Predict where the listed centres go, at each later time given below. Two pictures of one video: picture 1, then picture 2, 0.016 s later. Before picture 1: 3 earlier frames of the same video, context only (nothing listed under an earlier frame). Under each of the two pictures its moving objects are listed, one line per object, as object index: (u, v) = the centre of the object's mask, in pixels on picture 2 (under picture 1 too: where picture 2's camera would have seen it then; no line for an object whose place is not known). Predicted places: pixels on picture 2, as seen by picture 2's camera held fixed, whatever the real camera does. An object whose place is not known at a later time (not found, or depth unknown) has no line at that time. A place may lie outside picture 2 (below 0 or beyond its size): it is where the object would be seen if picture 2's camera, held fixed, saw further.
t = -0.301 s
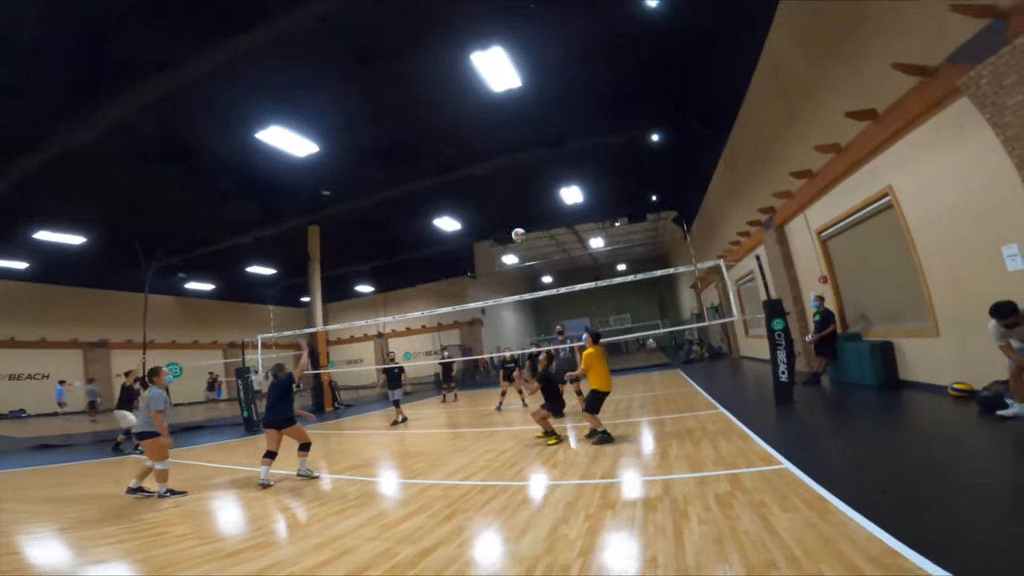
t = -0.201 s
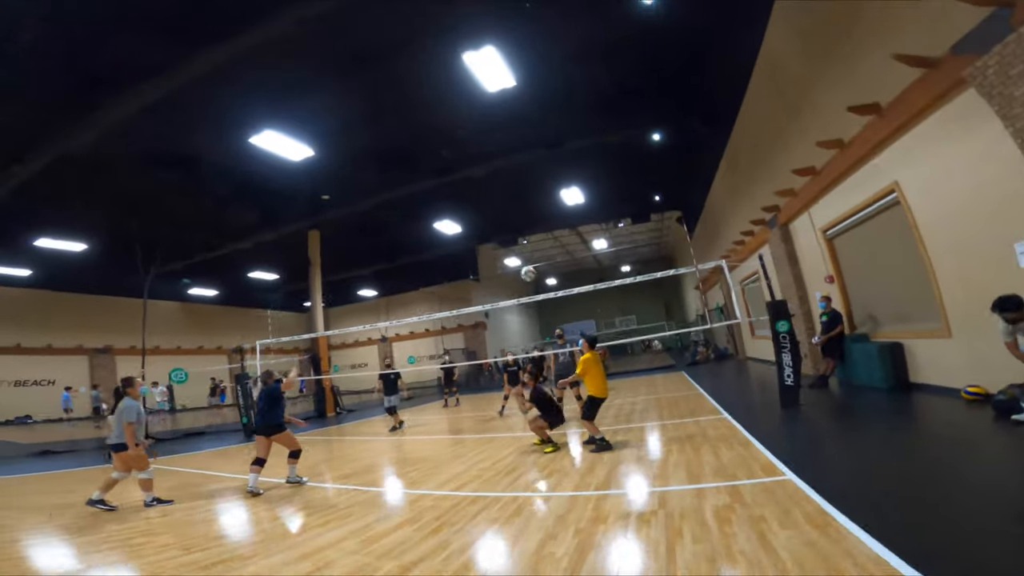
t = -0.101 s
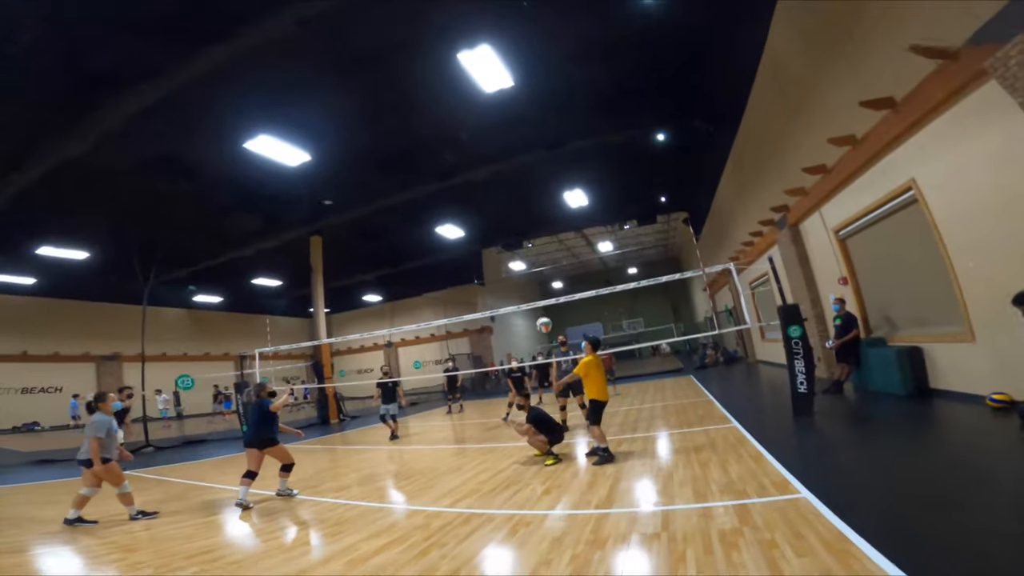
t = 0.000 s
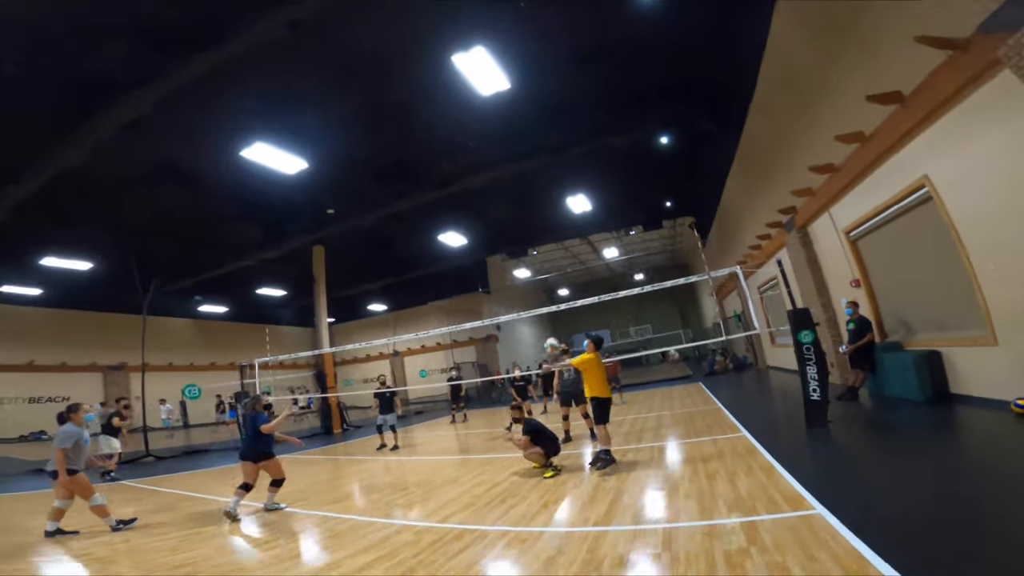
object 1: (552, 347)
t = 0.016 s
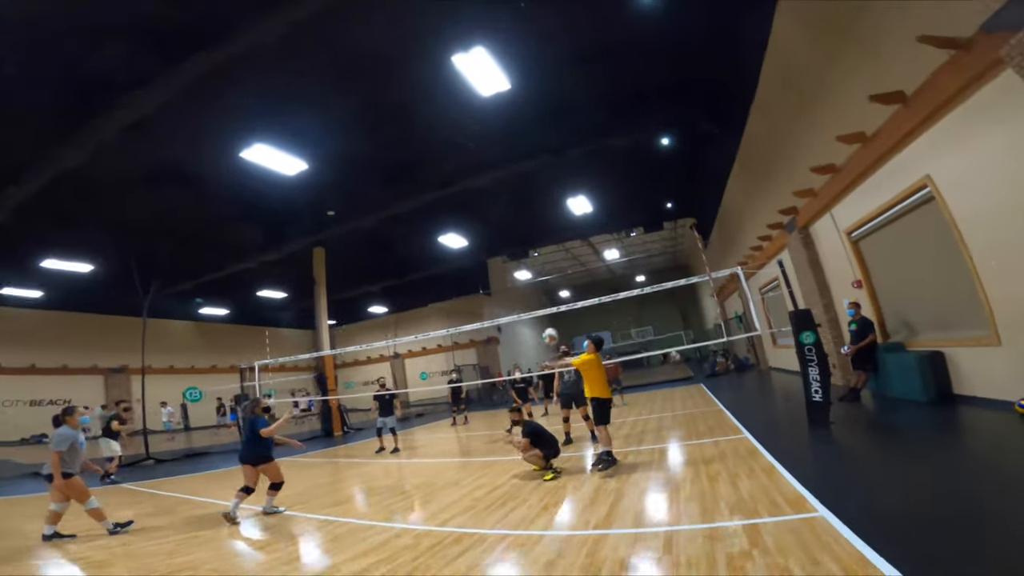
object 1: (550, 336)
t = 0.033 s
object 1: (548, 325)
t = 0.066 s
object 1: (545, 304)
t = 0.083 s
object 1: (541, 294)
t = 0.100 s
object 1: (539, 284)
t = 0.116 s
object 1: (538, 275)
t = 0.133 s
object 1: (536, 265)
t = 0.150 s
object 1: (535, 257)
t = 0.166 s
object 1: (536, 251)
